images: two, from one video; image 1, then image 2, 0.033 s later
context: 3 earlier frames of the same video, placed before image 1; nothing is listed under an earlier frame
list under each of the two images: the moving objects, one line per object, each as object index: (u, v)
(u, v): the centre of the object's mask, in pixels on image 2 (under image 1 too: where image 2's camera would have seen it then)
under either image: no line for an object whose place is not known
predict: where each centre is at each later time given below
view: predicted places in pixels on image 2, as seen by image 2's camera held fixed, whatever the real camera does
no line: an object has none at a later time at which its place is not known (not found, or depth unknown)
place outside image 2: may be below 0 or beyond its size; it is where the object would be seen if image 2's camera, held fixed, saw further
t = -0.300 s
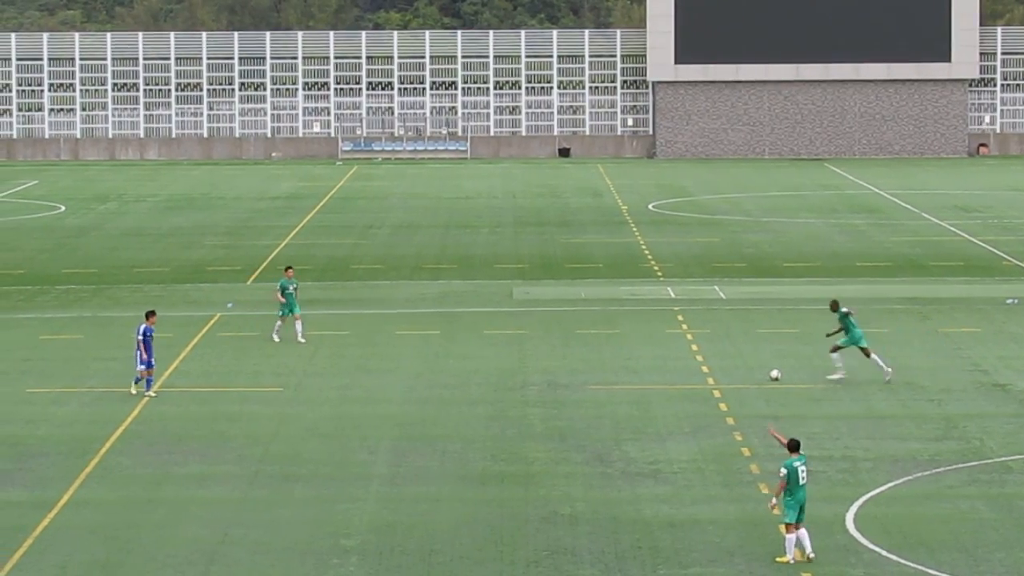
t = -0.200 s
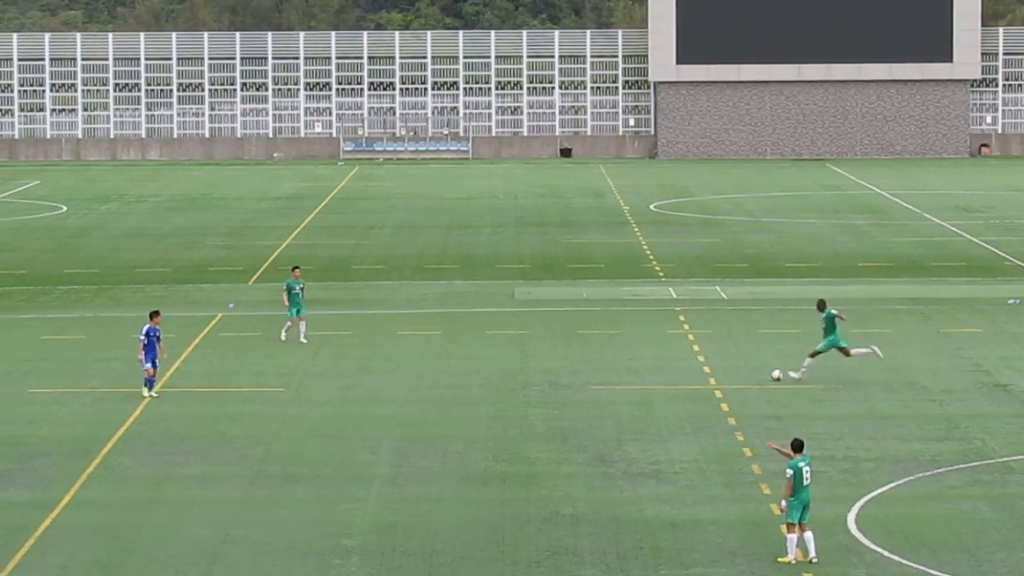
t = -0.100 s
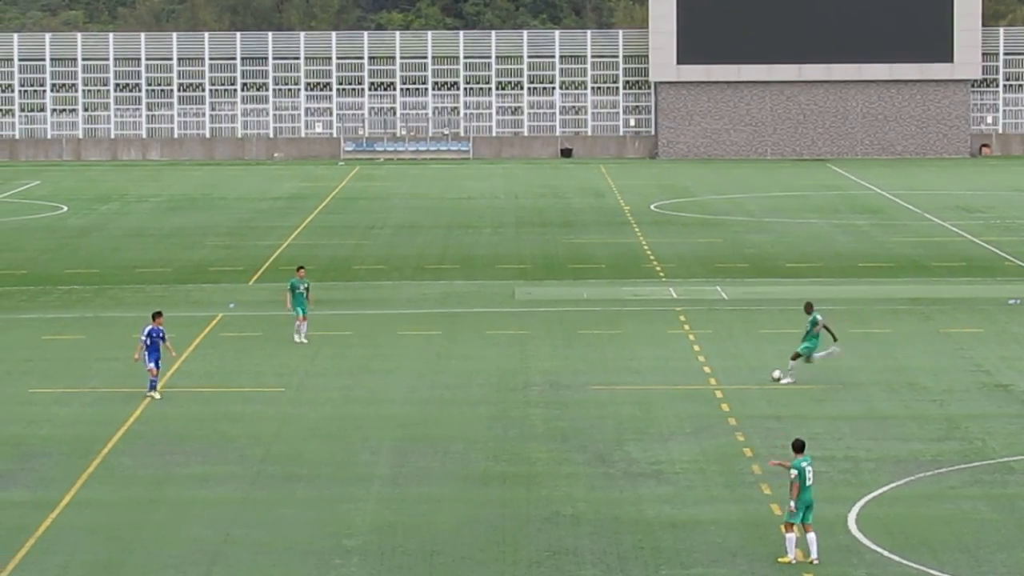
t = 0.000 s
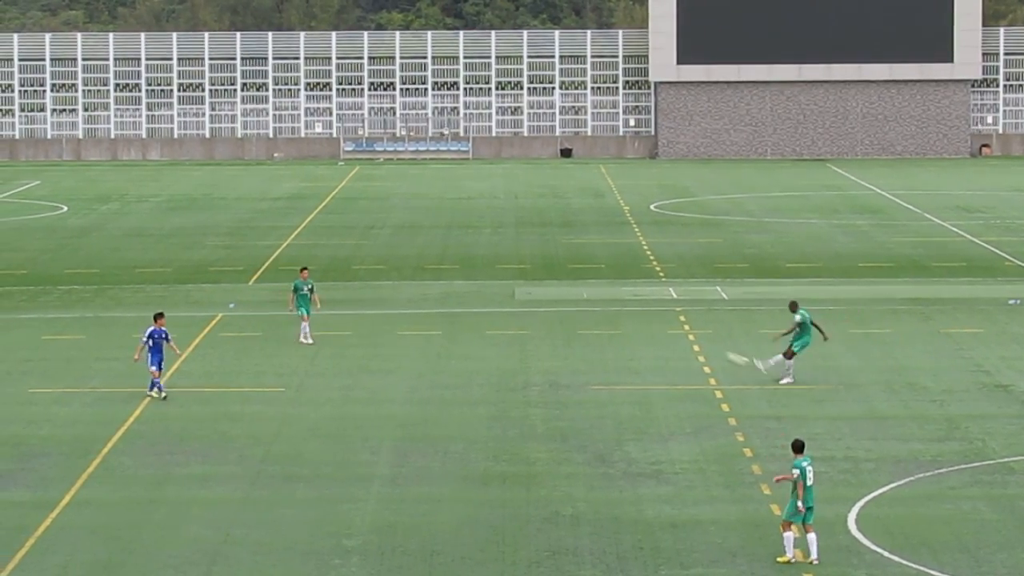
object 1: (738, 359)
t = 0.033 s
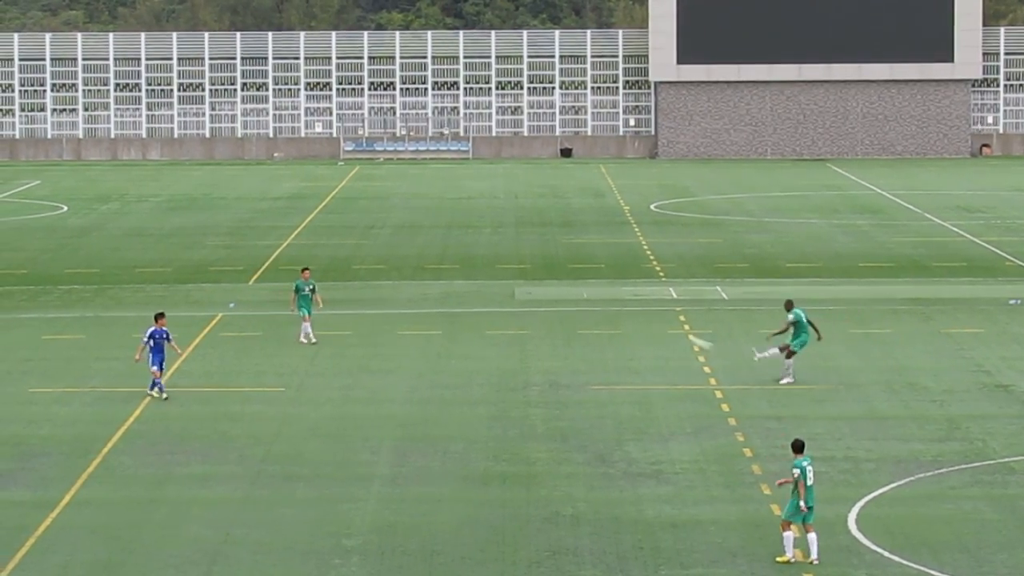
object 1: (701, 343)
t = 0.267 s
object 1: (460, 249)
